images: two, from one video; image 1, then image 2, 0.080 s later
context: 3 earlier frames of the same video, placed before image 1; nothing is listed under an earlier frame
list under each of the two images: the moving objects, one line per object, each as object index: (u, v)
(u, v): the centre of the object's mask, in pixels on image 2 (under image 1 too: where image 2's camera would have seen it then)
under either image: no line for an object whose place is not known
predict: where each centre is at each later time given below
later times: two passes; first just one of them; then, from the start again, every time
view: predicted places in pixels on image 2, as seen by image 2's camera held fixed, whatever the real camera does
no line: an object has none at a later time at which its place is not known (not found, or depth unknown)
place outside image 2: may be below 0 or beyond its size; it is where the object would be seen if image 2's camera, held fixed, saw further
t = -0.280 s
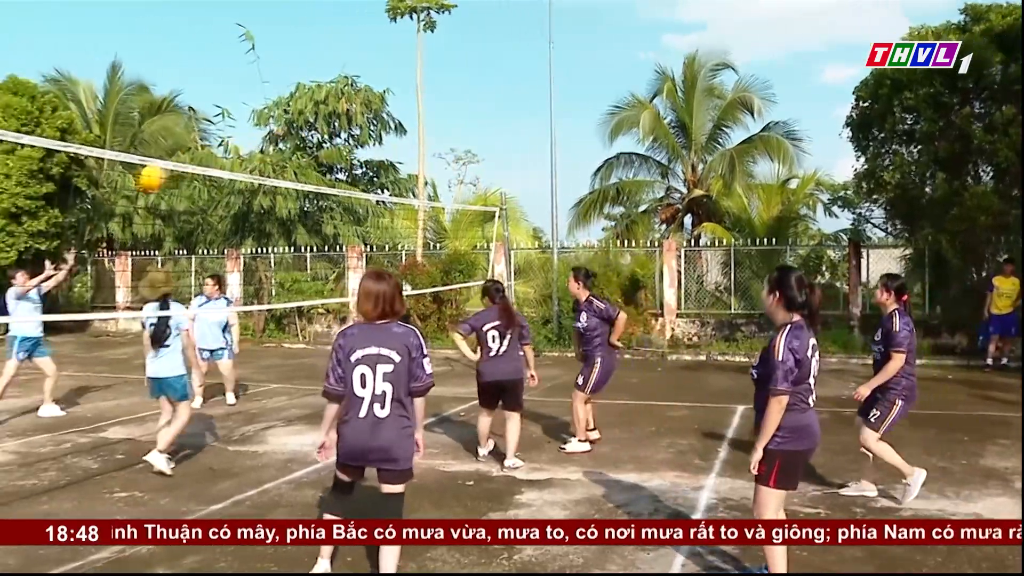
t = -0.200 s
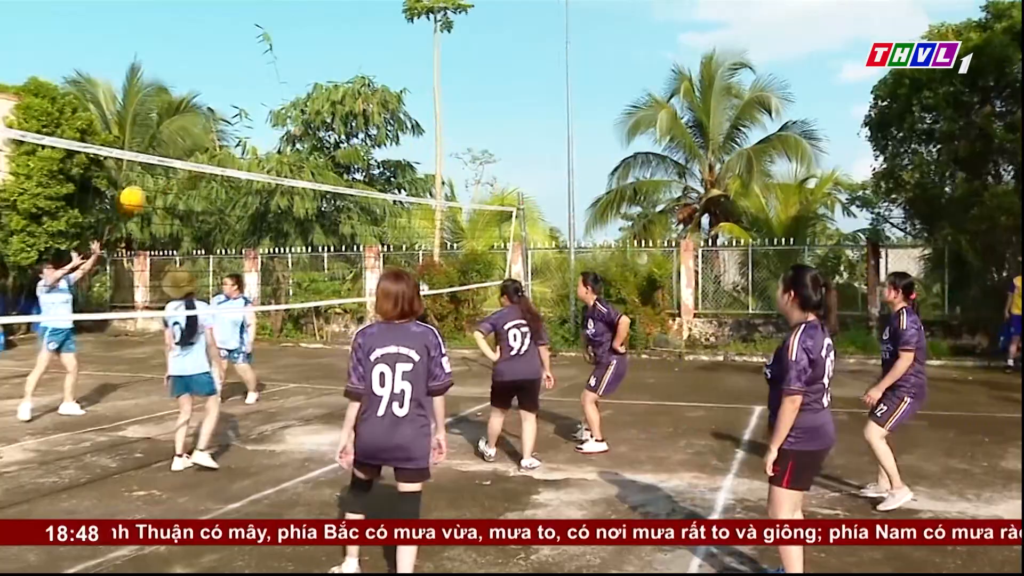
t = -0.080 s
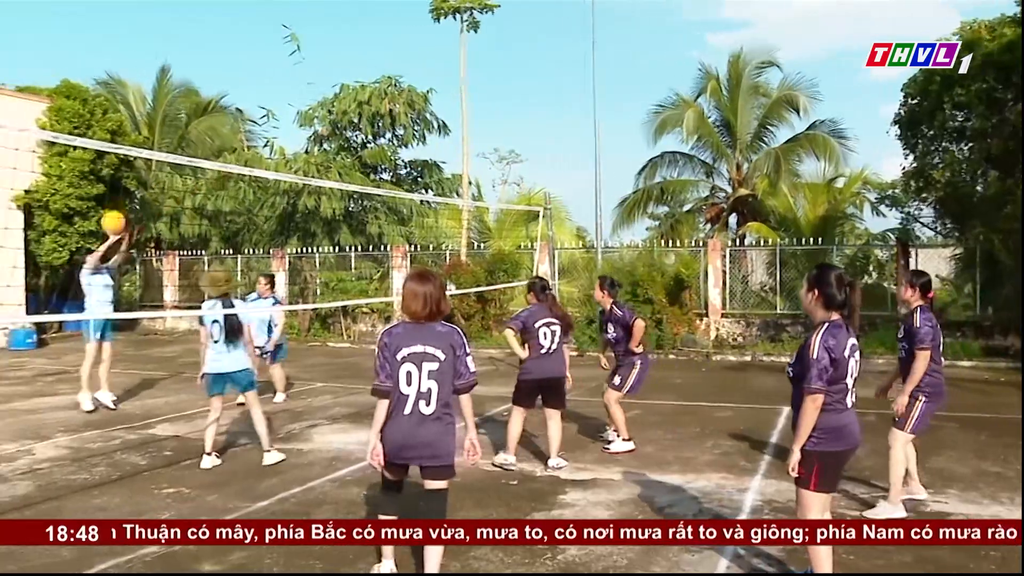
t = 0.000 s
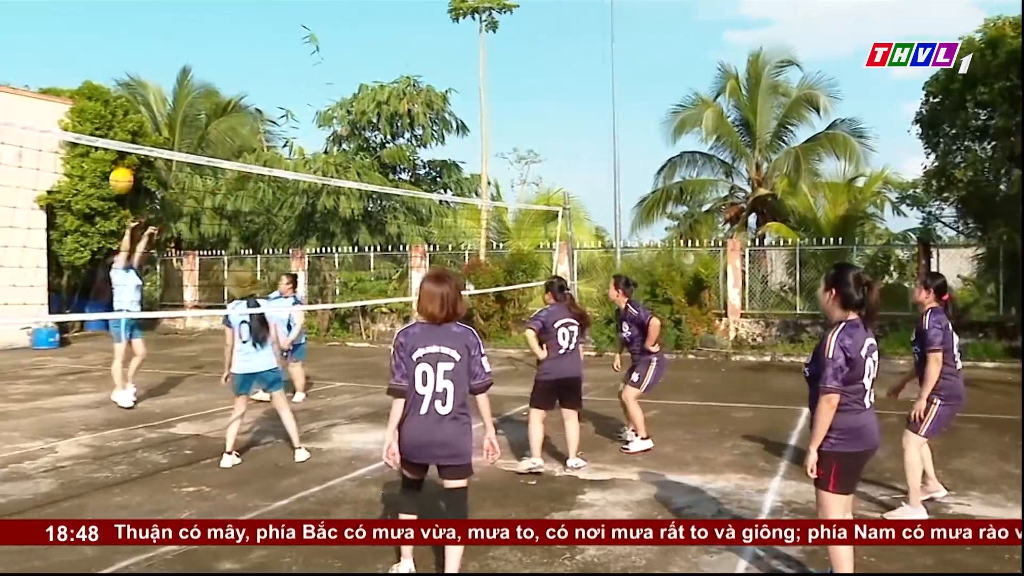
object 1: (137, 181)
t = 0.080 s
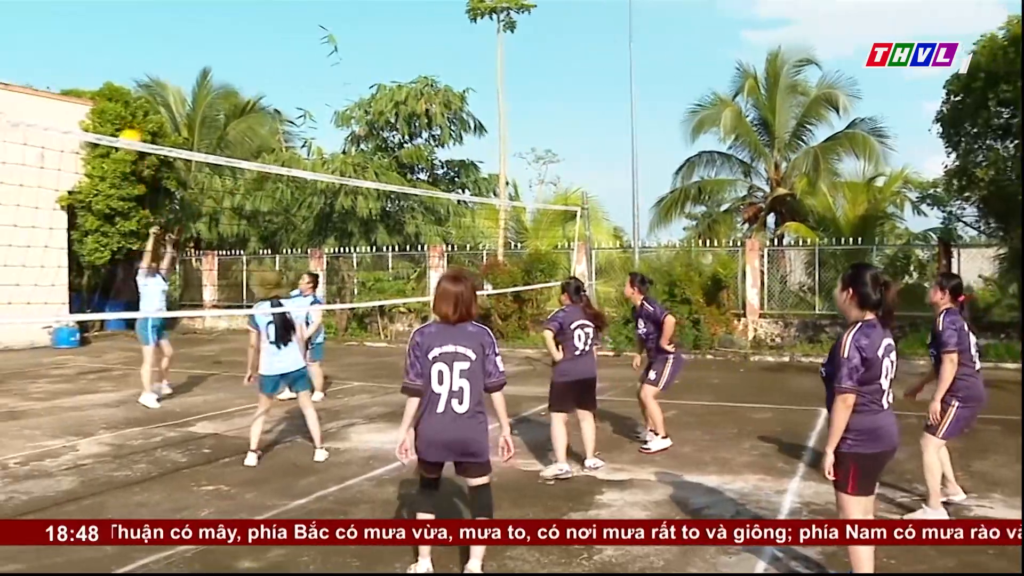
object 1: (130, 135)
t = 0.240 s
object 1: (112, 78)
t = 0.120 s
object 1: (125, 125)
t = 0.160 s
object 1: (121, 108)
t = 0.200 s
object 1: (117, 92)
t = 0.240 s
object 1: (112, 78)
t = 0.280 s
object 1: (108, 69)
